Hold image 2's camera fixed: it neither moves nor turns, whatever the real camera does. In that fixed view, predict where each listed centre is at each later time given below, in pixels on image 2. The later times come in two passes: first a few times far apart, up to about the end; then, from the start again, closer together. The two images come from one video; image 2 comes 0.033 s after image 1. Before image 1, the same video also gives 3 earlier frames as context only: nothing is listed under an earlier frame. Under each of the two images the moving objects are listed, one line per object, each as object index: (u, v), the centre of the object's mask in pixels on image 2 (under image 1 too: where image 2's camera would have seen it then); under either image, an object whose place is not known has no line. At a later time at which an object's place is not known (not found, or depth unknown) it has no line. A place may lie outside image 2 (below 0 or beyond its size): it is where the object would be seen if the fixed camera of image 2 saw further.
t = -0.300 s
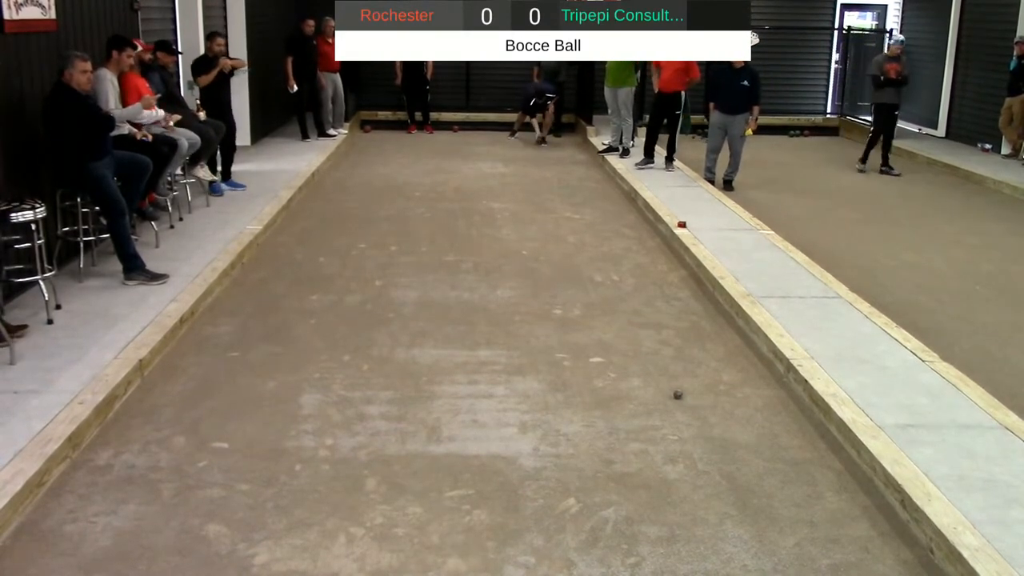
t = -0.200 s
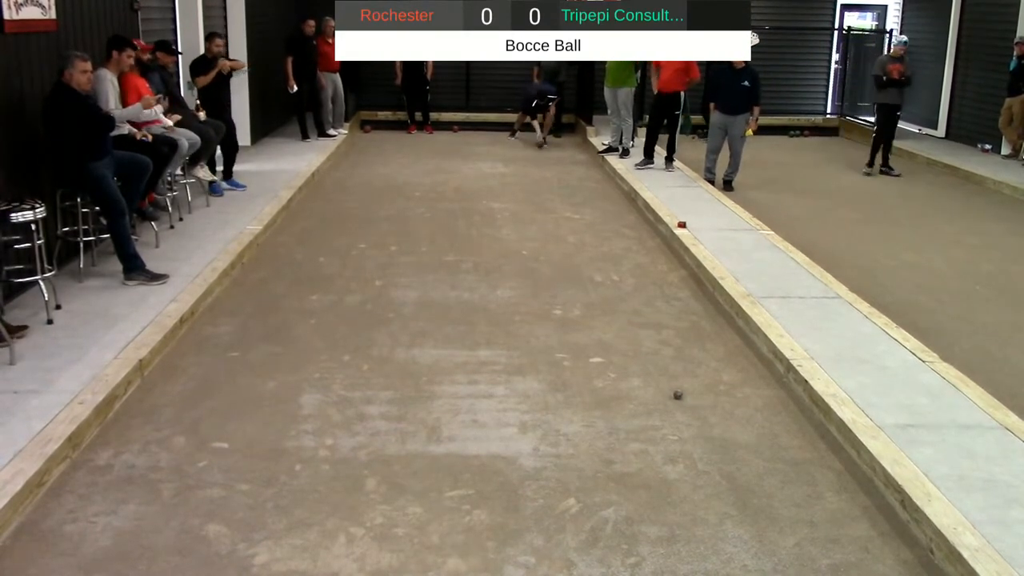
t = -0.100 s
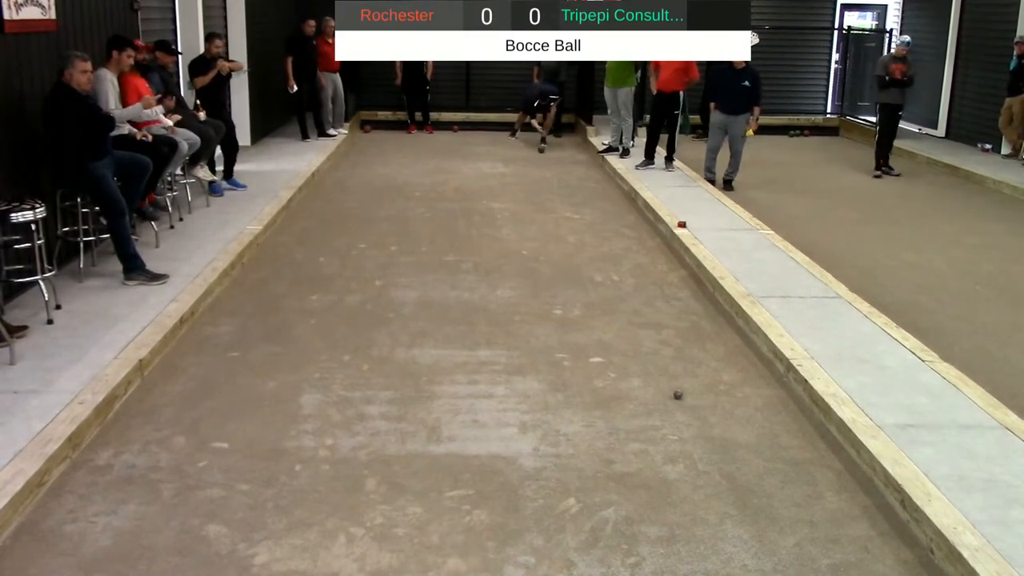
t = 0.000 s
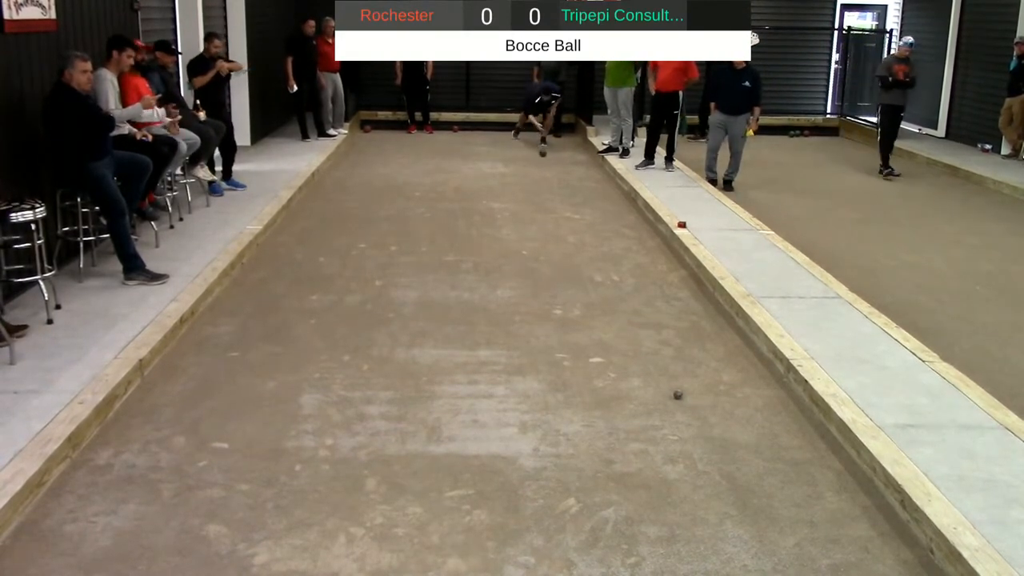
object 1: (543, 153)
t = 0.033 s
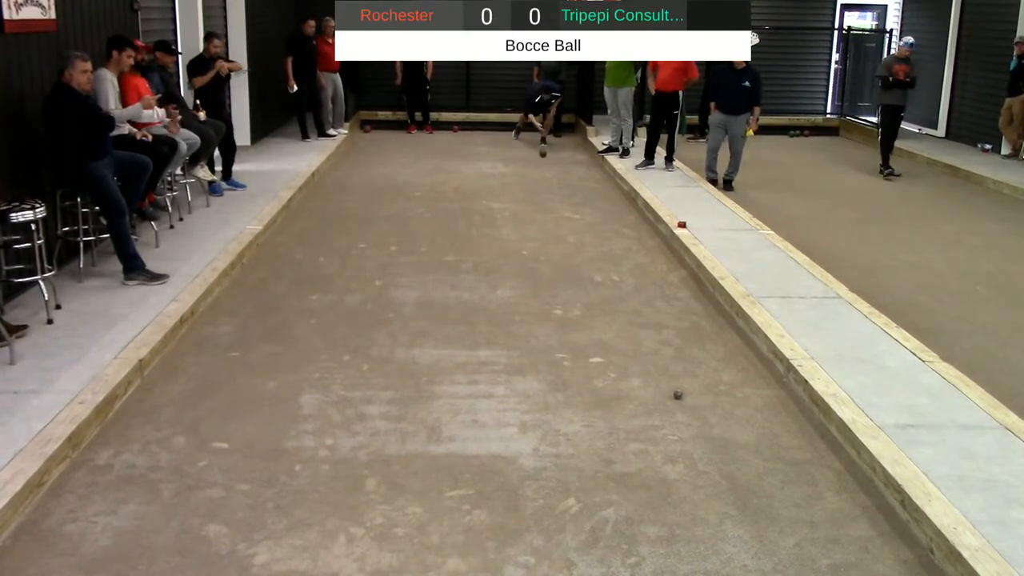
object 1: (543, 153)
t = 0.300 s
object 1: (546, 162)
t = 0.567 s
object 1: (549, 169)
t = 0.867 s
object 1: (553, 178)
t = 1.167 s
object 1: (557, 187)
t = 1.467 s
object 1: (562, 200)
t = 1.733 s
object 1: (567, 210)
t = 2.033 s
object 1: (573, 222)
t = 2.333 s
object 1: (579, 235)
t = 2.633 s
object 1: (588, 250)
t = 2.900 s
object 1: (595, 263)
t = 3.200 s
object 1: (603, 279)
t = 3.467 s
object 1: (609, 294)
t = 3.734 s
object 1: (617, 310)
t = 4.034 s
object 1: (625, 327)
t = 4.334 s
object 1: (633, 344)
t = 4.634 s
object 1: (641, 361)
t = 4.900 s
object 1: (647, 375)
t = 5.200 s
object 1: (657, 390)
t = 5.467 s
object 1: (664, 403)
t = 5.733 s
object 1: (672, 416)
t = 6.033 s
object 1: (680, 429)
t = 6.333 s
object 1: (684, 438)
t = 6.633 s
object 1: (690, 446)
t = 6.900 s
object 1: (695, 452)
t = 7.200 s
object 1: (693, 456)
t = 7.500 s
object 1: (691, 458)
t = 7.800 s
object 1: (691, 458)
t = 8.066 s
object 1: (692, 458)
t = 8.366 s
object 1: (692, 458)
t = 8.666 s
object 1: (691, 458)
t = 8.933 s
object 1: (691, 458)
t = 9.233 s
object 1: (691, 458)
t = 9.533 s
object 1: (691, 458)
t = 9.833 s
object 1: (692, 458)
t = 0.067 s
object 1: (543, 155)
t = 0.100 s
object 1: (544, 156)
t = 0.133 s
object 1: (544, 156)
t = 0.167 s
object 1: (544, 157)
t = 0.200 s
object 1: (545, 158)
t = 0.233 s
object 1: (545, 158)
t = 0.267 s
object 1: (546, 160)
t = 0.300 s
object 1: (546, 162)
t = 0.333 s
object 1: (547, 162)
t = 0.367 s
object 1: (547, 164)
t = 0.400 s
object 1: (547, 165)
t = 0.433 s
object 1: (547, 165)
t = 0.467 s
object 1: (548, 167)
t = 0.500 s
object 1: (548, 168)
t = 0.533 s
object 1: (549, 168)
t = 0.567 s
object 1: (549, 169)
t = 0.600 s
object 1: (550, 170)
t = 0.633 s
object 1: (550, 171)
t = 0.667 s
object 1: (550, 172)
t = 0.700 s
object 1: (551, 172)
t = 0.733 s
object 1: (551, 174)
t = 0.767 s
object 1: (551, 175)
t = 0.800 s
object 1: (552, 176)
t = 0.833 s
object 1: (552, 177)
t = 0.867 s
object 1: (553, 178)
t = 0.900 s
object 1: (553, 179)
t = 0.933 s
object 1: (554, 180)
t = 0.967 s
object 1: (555, 182)
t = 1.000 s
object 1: (555, 182)
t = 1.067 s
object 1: (556, 184)
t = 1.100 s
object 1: (556, 185)
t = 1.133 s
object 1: (557, 186)
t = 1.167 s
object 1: (557, 187)
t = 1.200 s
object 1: (557, 188)
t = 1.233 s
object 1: (558, 190)
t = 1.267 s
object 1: (559, 192)
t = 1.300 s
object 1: (560, 193)
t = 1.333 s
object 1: (560, 194)
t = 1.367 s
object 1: (561, 195)
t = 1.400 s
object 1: (562, 197)
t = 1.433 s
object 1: (562, 198)
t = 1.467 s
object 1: (562, 200)
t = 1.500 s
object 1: (563, 201)
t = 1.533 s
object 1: (563, 201)
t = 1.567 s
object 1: (564, 203)
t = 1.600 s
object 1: (565, 205)
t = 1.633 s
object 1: (565, 206)
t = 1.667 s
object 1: (566, 207)
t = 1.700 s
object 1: (567, 209)
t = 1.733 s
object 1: (567, 210)
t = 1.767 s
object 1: (567, 211)
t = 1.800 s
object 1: (568, 212)
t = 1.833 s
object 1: (569, 214)
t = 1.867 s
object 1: (570, 215)
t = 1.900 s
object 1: (570, 217)
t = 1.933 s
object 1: (571, 218)
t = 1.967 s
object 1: (571, 219)
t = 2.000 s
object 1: (572, 220)
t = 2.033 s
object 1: (573, 222)
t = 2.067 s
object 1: (573, 224)
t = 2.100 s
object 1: (574, 225)
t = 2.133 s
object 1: (575, 227)
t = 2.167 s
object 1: (575, 228)
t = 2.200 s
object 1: (576, 229)
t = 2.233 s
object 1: (577, 231)
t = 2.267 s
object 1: (578, 232)
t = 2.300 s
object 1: (578, 234)
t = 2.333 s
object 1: (579, 235)
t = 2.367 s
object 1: (580, 236)
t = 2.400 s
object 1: (581, 239)
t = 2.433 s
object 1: (582, 240)
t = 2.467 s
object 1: (583, 241)
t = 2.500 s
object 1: (584, 243)
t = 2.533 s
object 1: (584, 244)
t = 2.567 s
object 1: (586, 246)
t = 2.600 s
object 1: (587, 248)
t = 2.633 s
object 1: (588, 250)
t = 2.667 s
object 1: (589, 252)
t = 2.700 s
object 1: (590, 253)
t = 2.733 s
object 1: (591, 255)
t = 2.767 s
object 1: (592, 256)
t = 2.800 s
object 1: (593, 258)
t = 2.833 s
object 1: (594, 260)
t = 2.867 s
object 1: (594, 262)
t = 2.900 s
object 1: (595, 263)
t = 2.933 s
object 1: (596, 264)
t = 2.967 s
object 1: (597, 266)
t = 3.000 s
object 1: (598, 268)
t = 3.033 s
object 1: (599, 270)
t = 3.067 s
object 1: (600, 272)
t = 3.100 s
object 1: (601, 273)
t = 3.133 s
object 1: (602, 275)
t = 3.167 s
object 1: (602, 277)
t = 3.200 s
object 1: (603, 279)
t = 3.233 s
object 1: (604, 281)
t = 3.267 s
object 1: (604, 283)
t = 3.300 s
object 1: (605, 285)
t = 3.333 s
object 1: (606, 287)
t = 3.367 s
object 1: (607, 289)
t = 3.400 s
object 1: (608, 290)
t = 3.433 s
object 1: (608, 292)
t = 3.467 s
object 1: (609, 294)
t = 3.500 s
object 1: (610, 296)
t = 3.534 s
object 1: (611, 299)
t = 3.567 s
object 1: (612, 300)
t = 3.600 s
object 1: (613, 303)
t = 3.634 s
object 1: (614, 304)
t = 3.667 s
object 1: (615, 306)
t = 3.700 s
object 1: (616, 308)
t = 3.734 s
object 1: (617, 310)
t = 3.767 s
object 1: (618, 312)
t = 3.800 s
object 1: (619, 314)
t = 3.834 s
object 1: (620, 316)
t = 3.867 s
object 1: (621, 318)
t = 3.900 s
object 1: (621, 319)
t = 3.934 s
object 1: (623, 321)
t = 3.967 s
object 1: (623, 323)
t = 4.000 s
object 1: (624, 325)
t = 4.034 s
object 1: (625, 327)
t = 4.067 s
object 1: (626, 329)
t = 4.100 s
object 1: (627, 330)
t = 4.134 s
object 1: (628, 332)
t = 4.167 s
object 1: (629, 335)
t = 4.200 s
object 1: (629, 336)
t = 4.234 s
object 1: (630, 338)
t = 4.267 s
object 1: (630, 340)
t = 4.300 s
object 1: (632, 342)
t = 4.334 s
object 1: (633, 344)
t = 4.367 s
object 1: (634, 346)
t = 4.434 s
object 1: (635, 350)
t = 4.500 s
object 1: (637, 354)
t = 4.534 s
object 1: (638, 355)
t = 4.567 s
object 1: (639, 357)
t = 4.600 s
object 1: (640, 359)
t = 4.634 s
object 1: (641, 361)
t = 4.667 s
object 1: (641, 363)
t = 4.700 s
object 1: (642, 364)
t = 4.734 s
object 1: (643, 366)
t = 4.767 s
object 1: (644, 368)
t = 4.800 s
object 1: (645, 370)
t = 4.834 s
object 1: (646, 372)
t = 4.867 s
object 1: (646, 373)
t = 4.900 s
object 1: (647, 375)
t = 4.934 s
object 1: (648, 377)
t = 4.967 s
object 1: (649, 379)
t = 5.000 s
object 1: (650, 381)
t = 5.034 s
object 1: (651, 382)
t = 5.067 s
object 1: (652, 384)
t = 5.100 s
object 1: (653, 385)
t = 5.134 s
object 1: (655, 387)
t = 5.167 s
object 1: (656, 389)
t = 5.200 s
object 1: (657, 390)
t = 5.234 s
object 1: (658, 392)
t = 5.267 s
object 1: (659, 394)
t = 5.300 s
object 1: (659, 395)
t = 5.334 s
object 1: (661, 397)
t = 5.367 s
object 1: (661, 399)
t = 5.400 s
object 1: (662, 400)
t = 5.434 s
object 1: (664, 401)
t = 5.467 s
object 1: (664, 403)
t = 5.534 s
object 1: (666, 407)
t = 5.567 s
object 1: (667, 408)
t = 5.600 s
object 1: (668, 409)
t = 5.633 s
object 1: (669, 411)
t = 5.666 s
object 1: (670, 413)
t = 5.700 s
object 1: (671, 414)
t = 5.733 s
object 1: (672, 416)
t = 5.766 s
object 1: (673, 417)
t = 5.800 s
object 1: (674, 419)
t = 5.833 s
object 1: (675, 420)
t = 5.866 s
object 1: (676, 421)
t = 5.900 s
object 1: (677, 423)
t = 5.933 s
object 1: (678, 425)
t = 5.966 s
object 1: (679, 426)
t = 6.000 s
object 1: (679, 427)
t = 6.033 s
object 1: (680, 429)
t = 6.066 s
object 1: (680, 429)
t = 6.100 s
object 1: (680, 430)
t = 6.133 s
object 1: (681, 431)
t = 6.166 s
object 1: (682, 433)
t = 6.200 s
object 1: (682, 433)
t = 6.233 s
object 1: (682, 434)
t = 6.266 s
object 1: (682, 435)
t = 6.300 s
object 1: (683, 436)
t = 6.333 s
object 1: (684, 438)
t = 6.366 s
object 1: (684, 439)
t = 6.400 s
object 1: (685, 440)
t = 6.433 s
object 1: (685, 441)
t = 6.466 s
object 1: (685, 442)
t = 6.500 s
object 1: (686, 443)
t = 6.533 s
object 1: (687, 444)
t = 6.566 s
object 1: (688, 445)
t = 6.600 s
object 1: (689, 446)
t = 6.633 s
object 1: (690, 446)
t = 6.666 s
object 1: (691, 447)
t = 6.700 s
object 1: (691, 448)
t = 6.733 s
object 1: (693, 449)
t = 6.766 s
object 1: (694, 449)
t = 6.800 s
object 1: (694, 450)
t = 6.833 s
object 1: (694, 451)
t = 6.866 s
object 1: (694, 451)
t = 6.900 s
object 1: (695, 452)
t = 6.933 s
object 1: (694, 453)
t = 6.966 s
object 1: (694, 453)
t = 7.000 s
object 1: (694, 454)
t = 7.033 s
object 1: (694, 454)
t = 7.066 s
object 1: (693, 455)
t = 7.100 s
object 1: (693, 455)
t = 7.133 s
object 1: (693, 455)
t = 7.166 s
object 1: (693, 455)
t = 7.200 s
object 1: (693, 456)
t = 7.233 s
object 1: (692, 456)
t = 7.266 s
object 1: (692, 457)
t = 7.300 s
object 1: (692, 457)
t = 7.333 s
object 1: (691, 457)
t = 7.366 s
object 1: (691, 458)
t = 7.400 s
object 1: (691, 458)
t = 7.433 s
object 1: (691, 458)
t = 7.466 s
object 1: (691, 458)
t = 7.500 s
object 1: (691, 458)
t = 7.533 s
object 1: (691, 458)
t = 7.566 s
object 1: (691, 458)
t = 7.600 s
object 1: (691, 458)
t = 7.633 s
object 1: (692, 459)
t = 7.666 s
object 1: (691, 458)
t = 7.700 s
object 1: (692, 458)
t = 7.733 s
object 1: (691, 458)
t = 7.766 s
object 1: (691, 458)
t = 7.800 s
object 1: (691, 458)
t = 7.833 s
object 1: (691, 458)
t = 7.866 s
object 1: (691, 458)
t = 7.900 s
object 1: (691, 458)
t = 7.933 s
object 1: (691, 458)
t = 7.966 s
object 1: (691, 458)
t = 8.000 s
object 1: (691, 458)
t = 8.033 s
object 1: (691, 458)
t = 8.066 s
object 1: (692, 458)
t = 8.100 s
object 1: (692, 458)
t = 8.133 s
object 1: (691, 458)
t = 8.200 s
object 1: (692, 458)
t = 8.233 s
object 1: (691, 458)
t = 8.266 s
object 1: (691, 458)
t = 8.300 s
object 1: (691, 458)
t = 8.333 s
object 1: (691, 458)
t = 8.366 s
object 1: (692, 458)
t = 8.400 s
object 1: (691, 458)
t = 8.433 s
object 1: (691, 458)
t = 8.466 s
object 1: (691, 458)
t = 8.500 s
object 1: (691, 458)
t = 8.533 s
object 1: (691, 458)
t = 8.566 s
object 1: (691, 458)
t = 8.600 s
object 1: (691, 458)
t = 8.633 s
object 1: (691, 458)
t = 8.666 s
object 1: (691, 458)
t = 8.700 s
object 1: (691, 458)
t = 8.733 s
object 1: (691, 458)
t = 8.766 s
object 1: (691, 458)
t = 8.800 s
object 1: (691, 458)
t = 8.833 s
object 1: (691, 458)
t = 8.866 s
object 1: (691, 458)
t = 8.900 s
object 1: (691, 458)
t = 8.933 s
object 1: (691, 458)
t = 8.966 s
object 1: (691, 458)
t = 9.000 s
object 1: (691, 458)
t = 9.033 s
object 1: (691, 458)
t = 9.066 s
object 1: (691, 458)
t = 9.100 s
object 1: (691, 458)
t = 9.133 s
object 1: (691, 458)
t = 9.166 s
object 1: (691, 458)
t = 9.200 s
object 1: (691, 458)
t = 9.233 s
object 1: (691, 458)
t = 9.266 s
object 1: (691, 458)
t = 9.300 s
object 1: (691, 458)
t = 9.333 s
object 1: (691, 458)
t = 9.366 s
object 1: (691, 458)
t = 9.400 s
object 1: (691, 458)
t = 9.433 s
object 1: (691, 458)
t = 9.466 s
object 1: (691, 458)
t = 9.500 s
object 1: (691, 458)
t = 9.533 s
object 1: (691, 458)
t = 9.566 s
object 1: (691, 458)
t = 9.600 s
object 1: (691, 458)
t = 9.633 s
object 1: (691, 458)
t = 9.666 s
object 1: (691, 458)
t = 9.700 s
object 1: (691, 458)
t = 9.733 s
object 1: (691, 458)
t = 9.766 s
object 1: (691, 458)
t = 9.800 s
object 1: (691, 458)
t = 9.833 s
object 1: (692, 458)
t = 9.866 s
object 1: (692, 458)
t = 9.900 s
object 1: (691, 458)
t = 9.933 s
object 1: (691, 458)
